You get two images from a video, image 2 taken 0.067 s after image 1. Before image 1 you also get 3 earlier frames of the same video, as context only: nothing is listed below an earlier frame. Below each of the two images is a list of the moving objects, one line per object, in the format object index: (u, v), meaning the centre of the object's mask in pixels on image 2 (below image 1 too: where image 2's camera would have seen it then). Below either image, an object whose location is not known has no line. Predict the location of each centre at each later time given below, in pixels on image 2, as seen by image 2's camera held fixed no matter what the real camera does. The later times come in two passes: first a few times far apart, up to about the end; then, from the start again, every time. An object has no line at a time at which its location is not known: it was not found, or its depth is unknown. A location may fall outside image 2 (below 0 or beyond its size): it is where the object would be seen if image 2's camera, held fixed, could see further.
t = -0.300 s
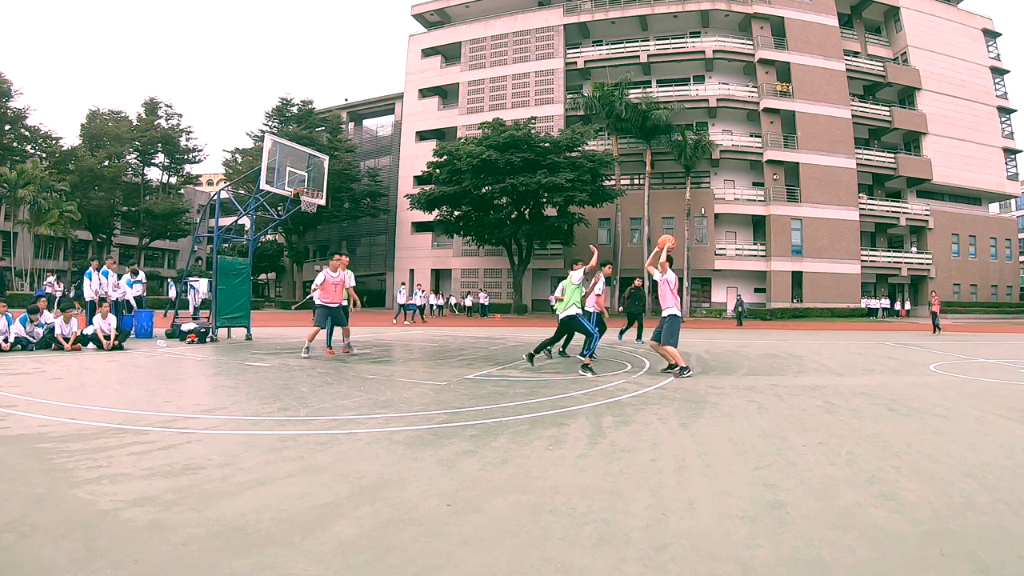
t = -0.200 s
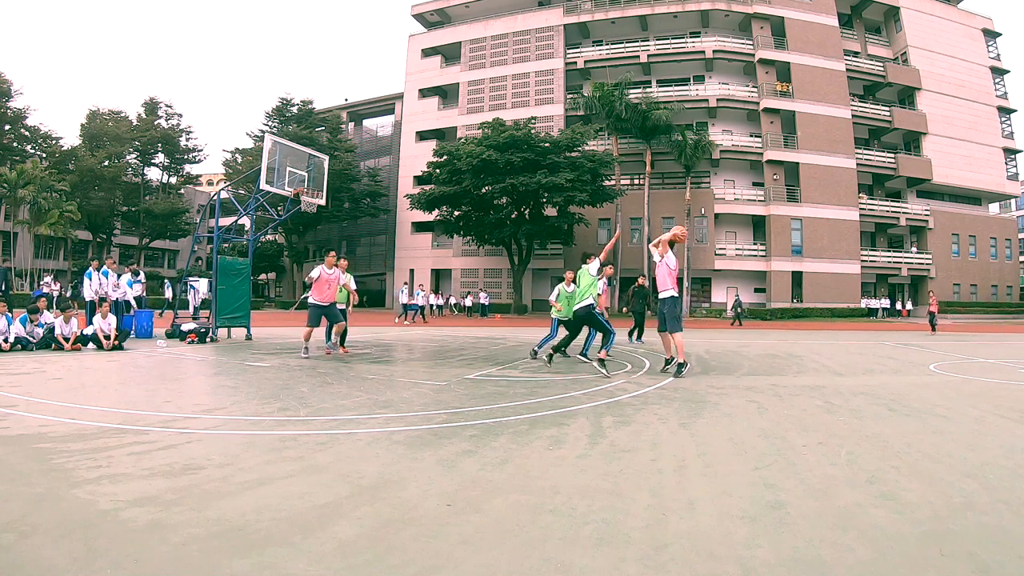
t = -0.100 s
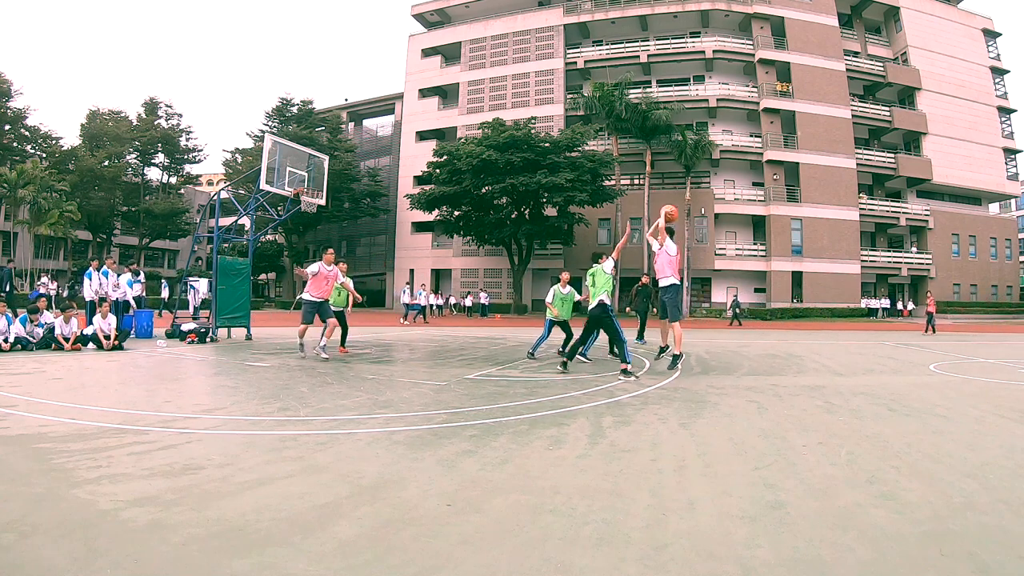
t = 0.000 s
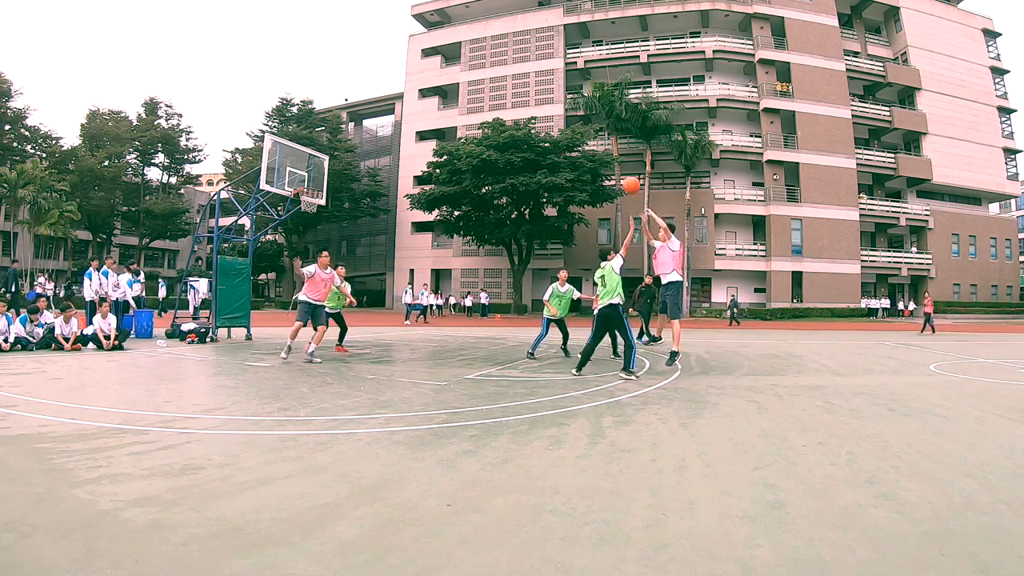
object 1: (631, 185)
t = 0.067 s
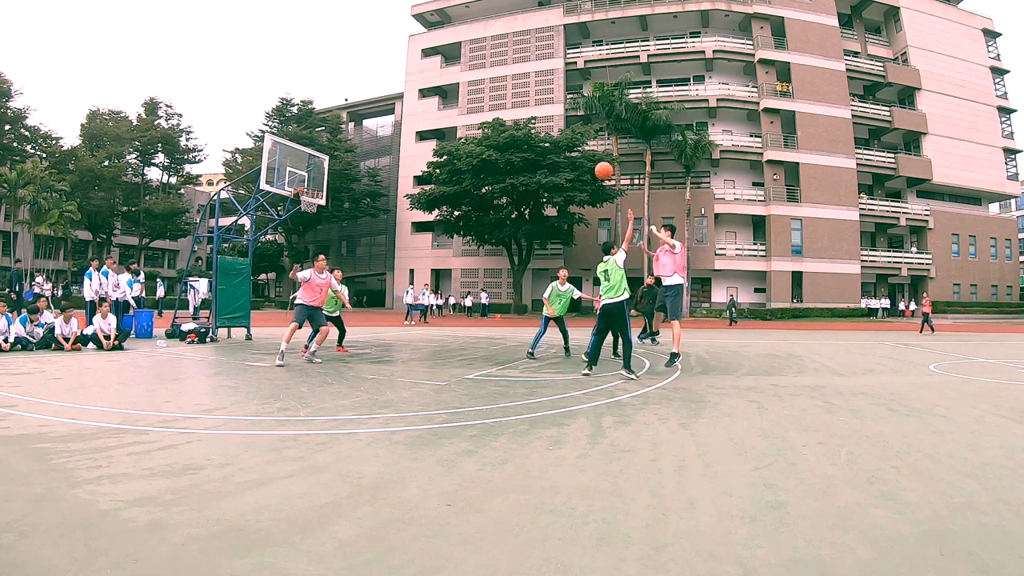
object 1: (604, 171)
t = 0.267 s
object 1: (522, 146)
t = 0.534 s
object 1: (417, 162)
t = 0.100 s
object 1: (590, 165)
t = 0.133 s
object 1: (576, 160)
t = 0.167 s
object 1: (562, 155)
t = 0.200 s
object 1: (549, 151)
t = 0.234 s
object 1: (535, 149)
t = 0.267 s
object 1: (522, 146)
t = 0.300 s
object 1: (508, 146)
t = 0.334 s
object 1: (495, 145)
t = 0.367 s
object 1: (482, 146)
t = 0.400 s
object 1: (469, 148)
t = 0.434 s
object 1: (456, 150)
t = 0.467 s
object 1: (443, 153)
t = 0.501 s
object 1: (430, 157)
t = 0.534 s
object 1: (417, 162)
